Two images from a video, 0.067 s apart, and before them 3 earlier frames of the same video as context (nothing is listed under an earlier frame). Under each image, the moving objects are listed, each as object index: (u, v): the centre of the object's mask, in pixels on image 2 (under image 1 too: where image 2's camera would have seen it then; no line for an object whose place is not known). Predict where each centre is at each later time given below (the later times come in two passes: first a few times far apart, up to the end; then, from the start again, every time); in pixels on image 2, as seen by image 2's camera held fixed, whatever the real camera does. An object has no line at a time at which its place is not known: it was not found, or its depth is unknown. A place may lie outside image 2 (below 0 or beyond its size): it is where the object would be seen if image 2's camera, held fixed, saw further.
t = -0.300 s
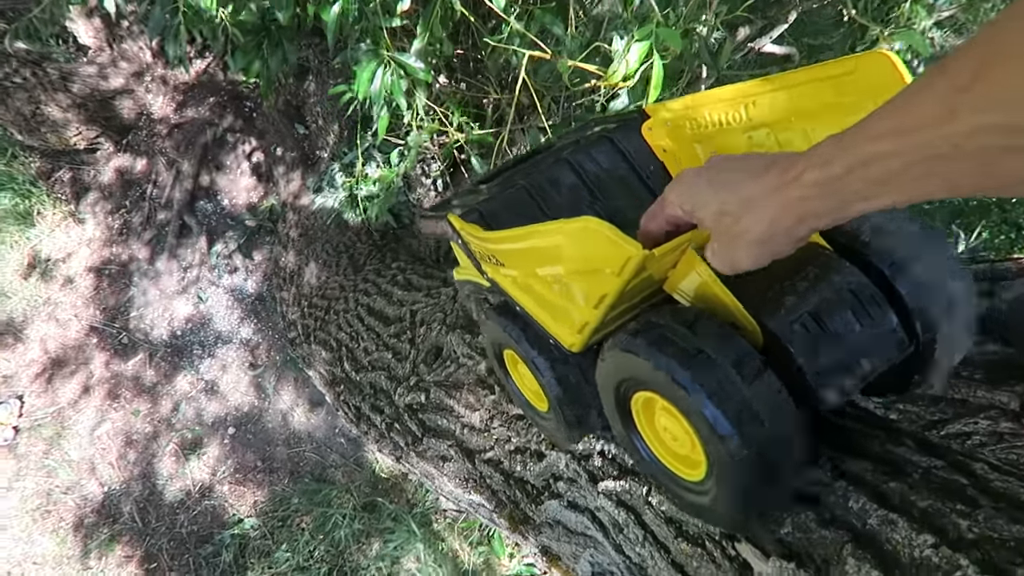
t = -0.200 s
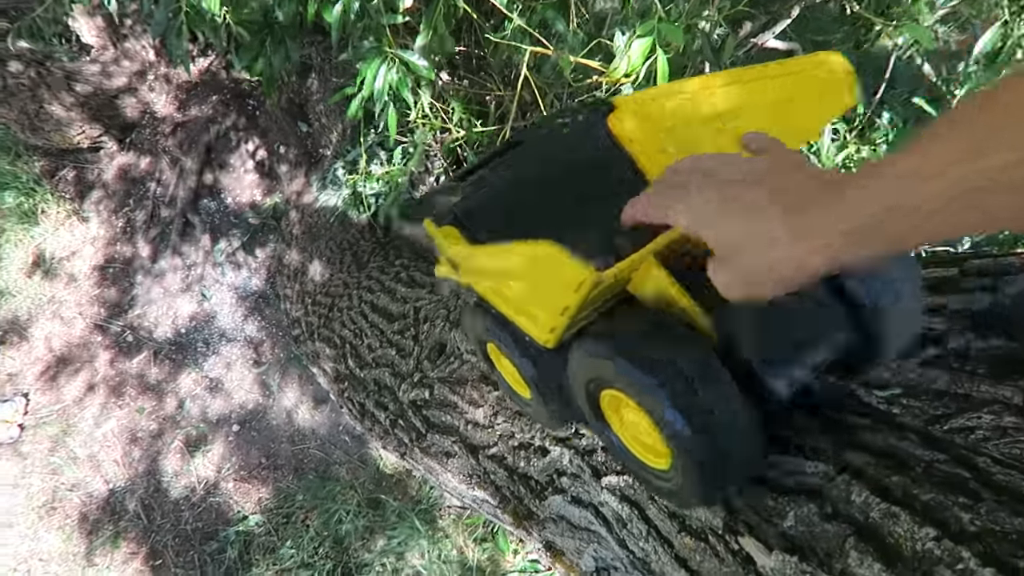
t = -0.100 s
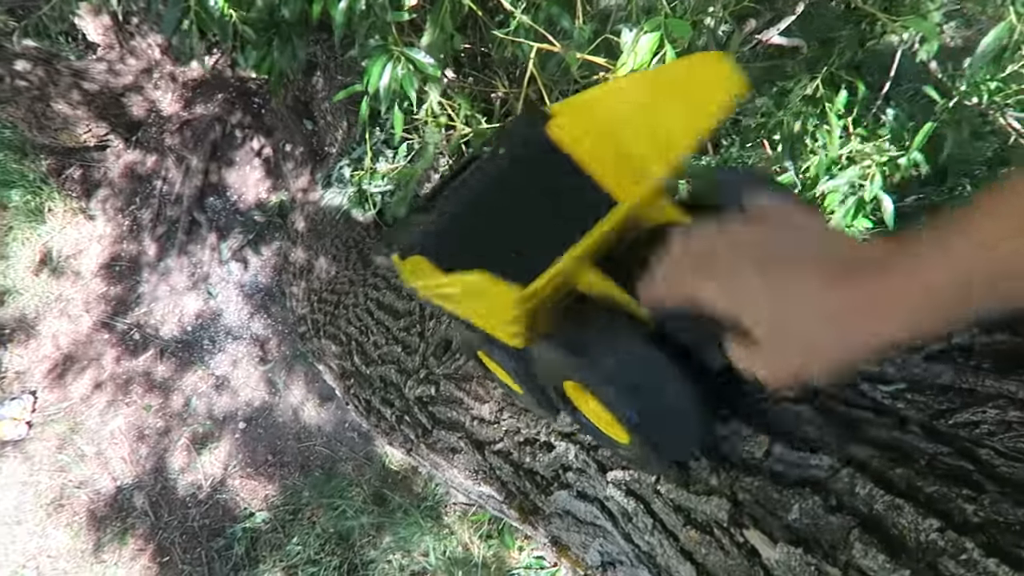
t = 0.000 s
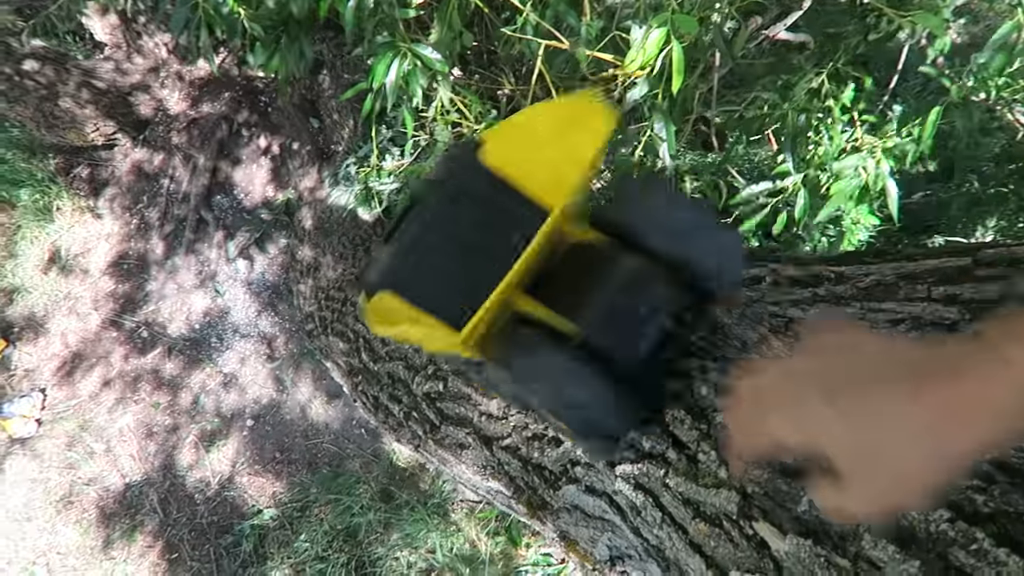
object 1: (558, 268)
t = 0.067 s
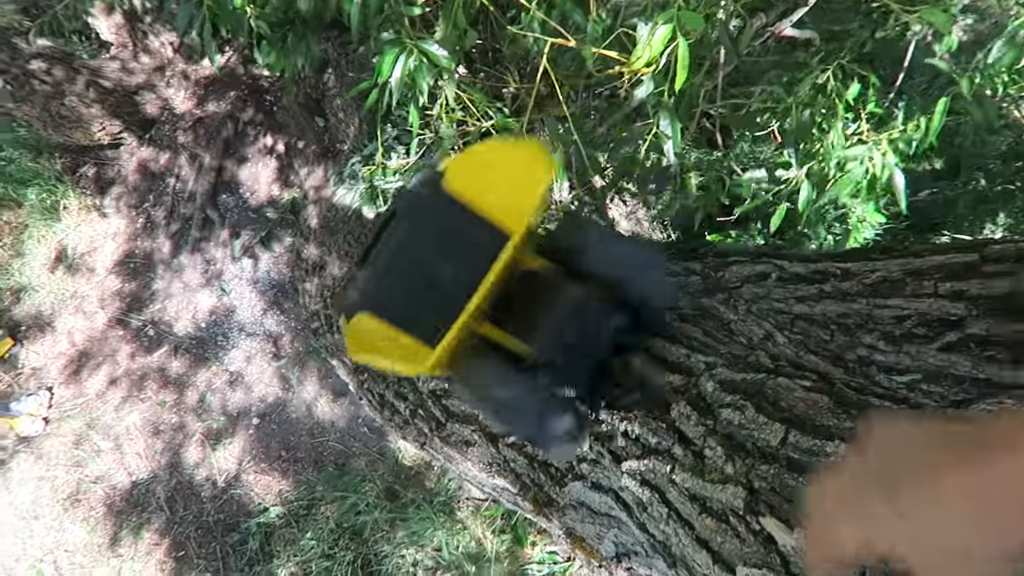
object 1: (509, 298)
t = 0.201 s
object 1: (381, 327)
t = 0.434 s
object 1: (252, 414)
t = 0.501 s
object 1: (240, 441)
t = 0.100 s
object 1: (477, 305)
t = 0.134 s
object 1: (445, 313)
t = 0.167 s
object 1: (411, 320)
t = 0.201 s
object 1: (381, 327)
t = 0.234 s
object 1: (358, 340)
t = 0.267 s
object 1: (338, 351)
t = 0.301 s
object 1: (313, 361)
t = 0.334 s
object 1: (291, 372)
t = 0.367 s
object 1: (272, 383)
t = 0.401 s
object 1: (262, 396)
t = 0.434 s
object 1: (252, 414)
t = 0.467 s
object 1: (245, 429)
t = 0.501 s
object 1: (240, 441)
